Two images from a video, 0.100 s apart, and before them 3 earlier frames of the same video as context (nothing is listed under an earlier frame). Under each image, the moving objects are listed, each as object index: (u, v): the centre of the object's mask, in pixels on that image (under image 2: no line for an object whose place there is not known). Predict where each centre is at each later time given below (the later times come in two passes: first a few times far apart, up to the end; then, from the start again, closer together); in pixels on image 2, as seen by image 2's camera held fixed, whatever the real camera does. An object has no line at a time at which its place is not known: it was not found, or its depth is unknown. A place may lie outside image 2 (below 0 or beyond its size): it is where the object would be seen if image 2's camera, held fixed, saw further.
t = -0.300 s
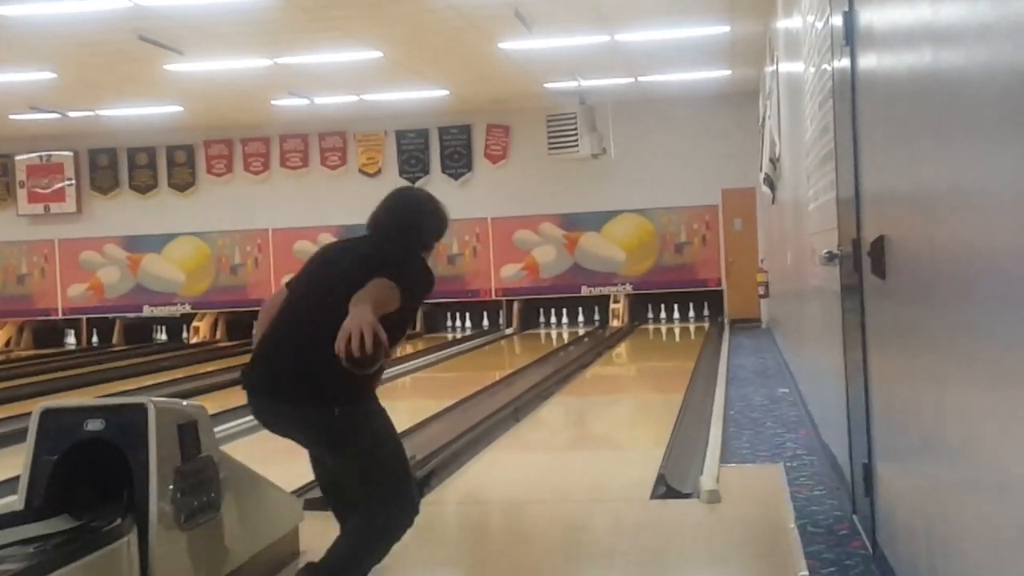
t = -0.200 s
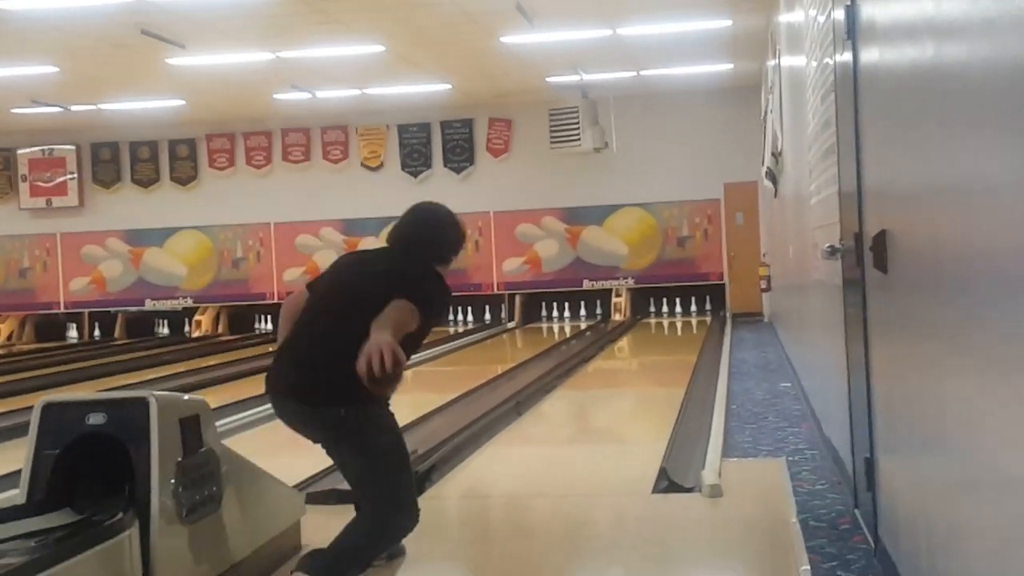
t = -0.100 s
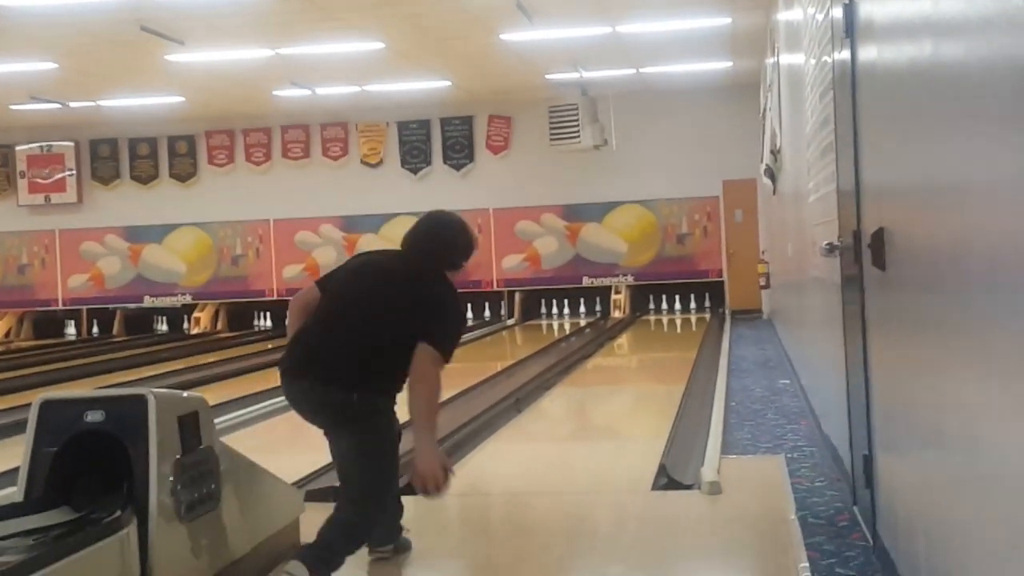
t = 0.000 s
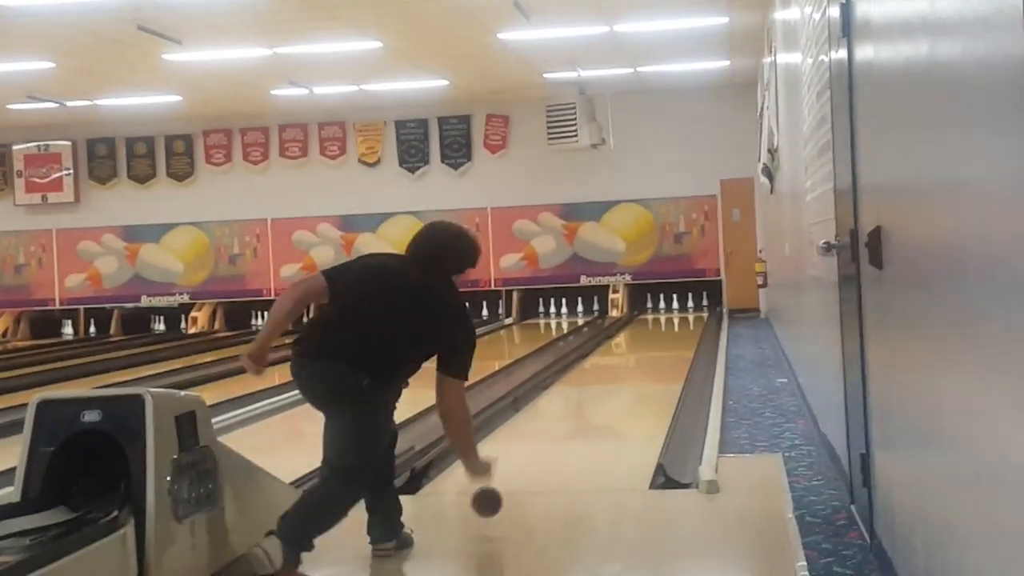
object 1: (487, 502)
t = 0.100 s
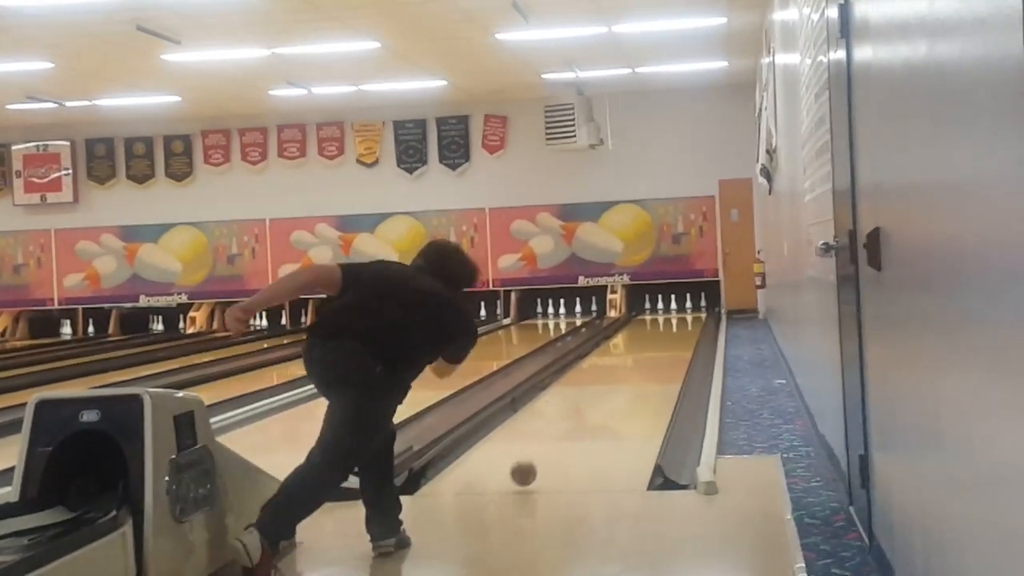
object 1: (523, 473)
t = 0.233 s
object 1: (559, 438)
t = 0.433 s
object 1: (593, 399)
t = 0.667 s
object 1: (620, 371)
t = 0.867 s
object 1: (634, 353)
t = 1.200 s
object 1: (652, 336)
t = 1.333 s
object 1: (656, 328)
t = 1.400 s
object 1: (658, 327)
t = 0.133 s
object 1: (533, 462)
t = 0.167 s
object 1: (542, 455)
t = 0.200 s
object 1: (551, 445)
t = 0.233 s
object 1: (559, 438)
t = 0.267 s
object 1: (566, 430)
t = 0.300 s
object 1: (572, 423)
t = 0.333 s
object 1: (578, 416)
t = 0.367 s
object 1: (583, 410)
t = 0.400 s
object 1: (589, 405)
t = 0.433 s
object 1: (593, 399)
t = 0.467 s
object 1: (598, 394)
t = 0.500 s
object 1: (602, 389)
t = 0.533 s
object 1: (606, 385)
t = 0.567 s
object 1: (610, 382)
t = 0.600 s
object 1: (614, 377)
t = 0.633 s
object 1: (617, 374)
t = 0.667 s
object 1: (620, 371)
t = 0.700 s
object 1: (622, 367)
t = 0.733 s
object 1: (625, 364)
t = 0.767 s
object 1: (627, 362)
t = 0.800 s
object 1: (629, 359)
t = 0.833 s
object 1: (632, 356)
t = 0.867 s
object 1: (634, 353)
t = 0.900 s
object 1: (635, 351)
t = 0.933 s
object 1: (638, 349)
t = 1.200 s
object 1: (652, 336)
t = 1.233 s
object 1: (653, 334)
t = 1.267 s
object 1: (654, 331)
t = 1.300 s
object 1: (655, 330)
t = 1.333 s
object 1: (656, 328)
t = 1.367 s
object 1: (659, 327)
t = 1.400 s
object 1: (658, 327)
